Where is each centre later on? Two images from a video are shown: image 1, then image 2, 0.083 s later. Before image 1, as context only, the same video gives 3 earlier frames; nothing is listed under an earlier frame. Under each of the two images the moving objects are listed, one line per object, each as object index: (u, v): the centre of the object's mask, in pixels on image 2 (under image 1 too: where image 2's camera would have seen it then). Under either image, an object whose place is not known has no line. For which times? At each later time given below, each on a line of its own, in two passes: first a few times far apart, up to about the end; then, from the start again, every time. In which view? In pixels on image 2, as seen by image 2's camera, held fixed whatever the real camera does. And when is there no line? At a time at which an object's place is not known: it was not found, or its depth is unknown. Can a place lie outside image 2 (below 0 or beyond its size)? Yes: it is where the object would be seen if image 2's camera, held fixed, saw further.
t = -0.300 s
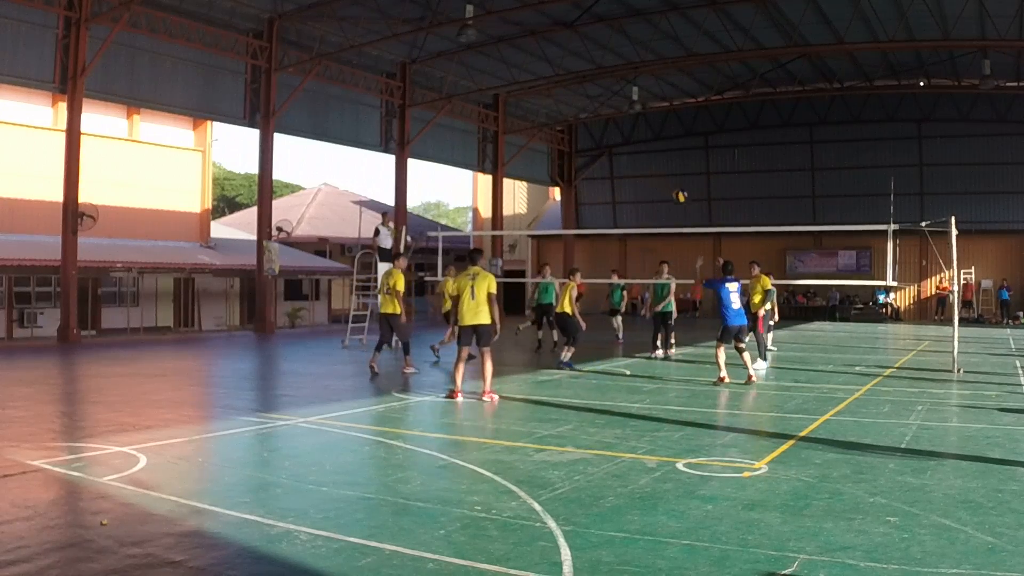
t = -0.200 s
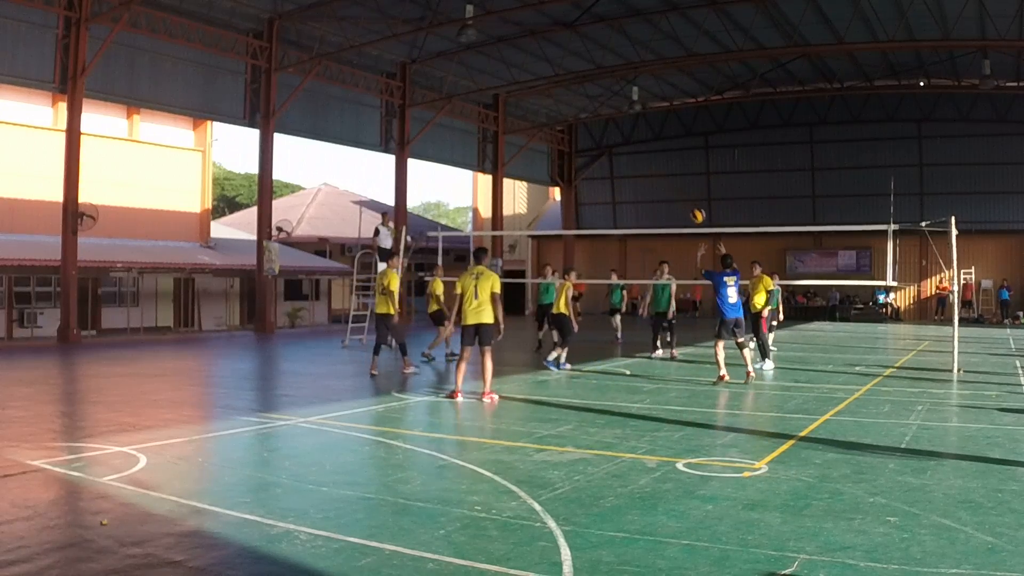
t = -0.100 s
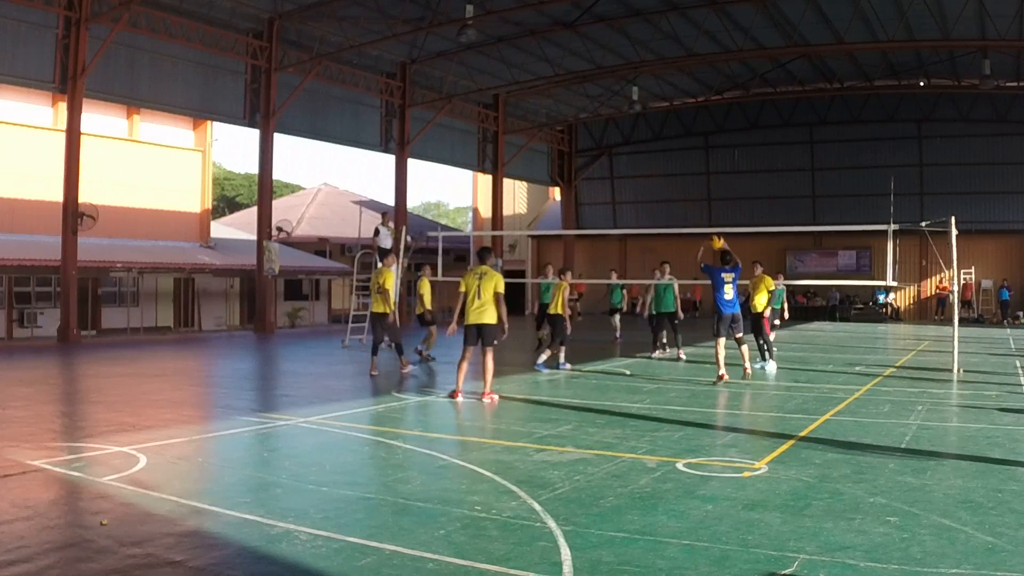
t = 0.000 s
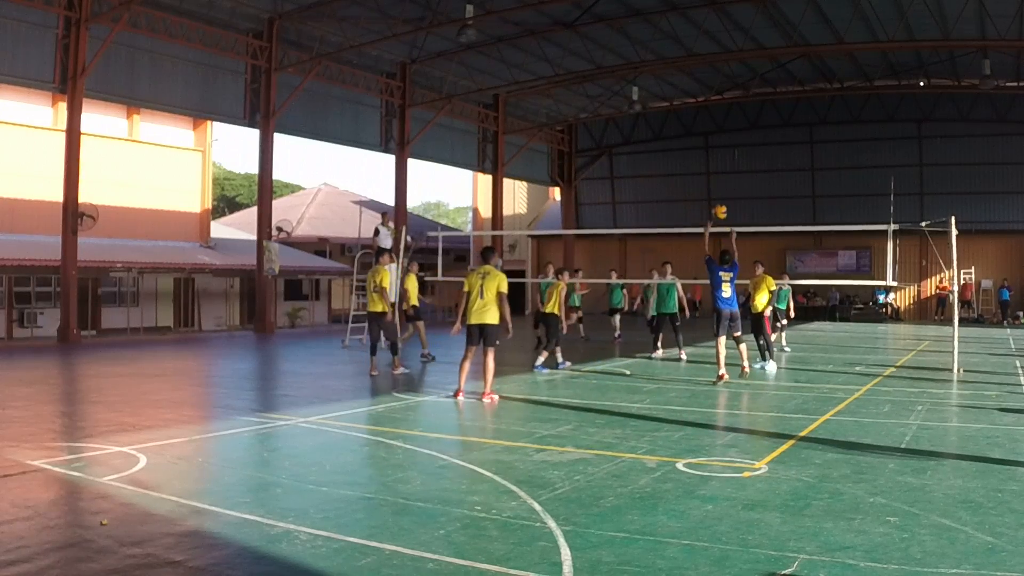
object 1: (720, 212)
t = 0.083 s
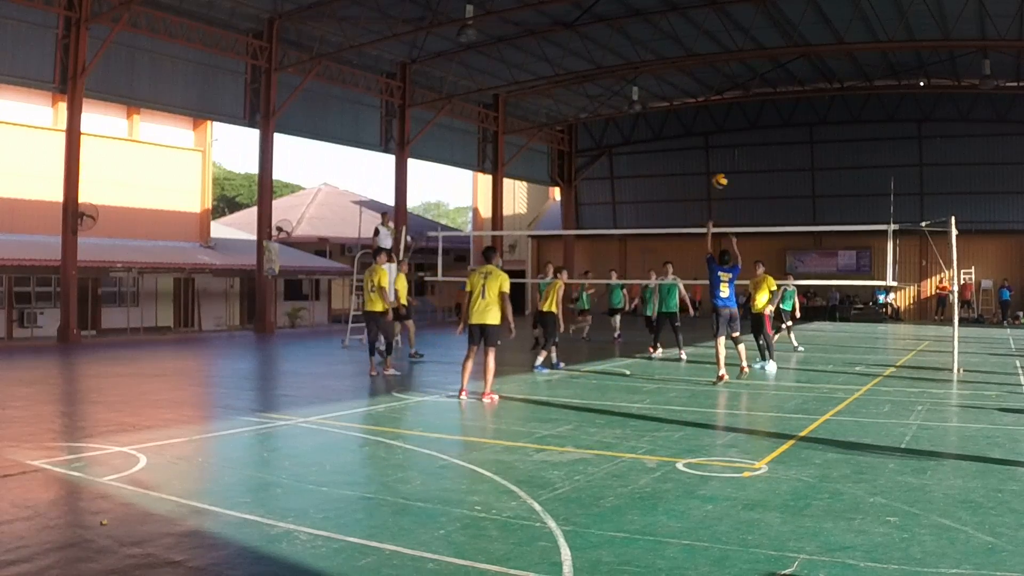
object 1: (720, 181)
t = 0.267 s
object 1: (720, 133)
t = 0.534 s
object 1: (721, 107)
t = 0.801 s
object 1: (721, 126)
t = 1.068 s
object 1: (722, 185)
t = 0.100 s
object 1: (720, 175)
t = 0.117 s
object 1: (720, 170)
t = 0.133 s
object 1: (720, 165)
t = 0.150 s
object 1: (720, 160)
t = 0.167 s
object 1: (720, 156)
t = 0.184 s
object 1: (720, 151)
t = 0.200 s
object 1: (720, 147)
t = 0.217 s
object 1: (720, 144)
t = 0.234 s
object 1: (720, 140)
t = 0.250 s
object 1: (720, 137)
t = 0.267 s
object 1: (720, 133)
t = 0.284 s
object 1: (720, 131)
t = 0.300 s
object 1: (720, 128)
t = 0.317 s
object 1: (720, 125)
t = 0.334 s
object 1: (720, 122)
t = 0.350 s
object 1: (720, 120)
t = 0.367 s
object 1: (720, 118)
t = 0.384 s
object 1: (720, 116)
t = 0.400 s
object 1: (720, 114)
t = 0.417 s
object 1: (720, 113)
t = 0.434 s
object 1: (720, 112)
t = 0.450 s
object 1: (720, 110)
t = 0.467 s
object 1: (720, 109)
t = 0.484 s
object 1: (720, 109)
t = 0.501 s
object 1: (720, 108)
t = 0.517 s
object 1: (720, 108)
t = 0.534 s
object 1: (721, 107)
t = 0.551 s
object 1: (721, 107)
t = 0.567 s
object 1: (721, 107)
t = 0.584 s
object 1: (721, 107)
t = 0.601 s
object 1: (721, 107)
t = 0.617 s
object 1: (721, 108)
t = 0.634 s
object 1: (721, 108)
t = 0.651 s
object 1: (721, 109)
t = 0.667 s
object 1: (721, 111)
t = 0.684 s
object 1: (721, 112)
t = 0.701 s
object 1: (721, 113)
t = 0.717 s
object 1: (721, 115)
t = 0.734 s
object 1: (721, 117)
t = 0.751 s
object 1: (721, 119)
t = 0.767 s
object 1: (721, 121)
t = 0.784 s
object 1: (721, 123)
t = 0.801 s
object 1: (721, 126)
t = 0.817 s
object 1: (722, 128)
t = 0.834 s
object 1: (721, 130)
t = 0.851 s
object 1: (722, 133)
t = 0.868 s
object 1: (722, 136)
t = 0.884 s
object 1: (722, 140)
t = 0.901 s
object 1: (722, 143)
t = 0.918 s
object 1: (722, 146)
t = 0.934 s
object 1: (722, 150)
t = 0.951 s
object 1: (722, 154)
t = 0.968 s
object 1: (722, 157)
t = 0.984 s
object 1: (722, 161)
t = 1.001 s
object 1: (722, 165)
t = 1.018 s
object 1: (722, 170)
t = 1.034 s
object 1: (722, 175)
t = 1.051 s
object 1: (722, 179)
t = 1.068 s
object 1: (722, 185)
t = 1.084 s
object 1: (722, 189)
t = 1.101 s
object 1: (722, 194)
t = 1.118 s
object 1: (722, 199)
